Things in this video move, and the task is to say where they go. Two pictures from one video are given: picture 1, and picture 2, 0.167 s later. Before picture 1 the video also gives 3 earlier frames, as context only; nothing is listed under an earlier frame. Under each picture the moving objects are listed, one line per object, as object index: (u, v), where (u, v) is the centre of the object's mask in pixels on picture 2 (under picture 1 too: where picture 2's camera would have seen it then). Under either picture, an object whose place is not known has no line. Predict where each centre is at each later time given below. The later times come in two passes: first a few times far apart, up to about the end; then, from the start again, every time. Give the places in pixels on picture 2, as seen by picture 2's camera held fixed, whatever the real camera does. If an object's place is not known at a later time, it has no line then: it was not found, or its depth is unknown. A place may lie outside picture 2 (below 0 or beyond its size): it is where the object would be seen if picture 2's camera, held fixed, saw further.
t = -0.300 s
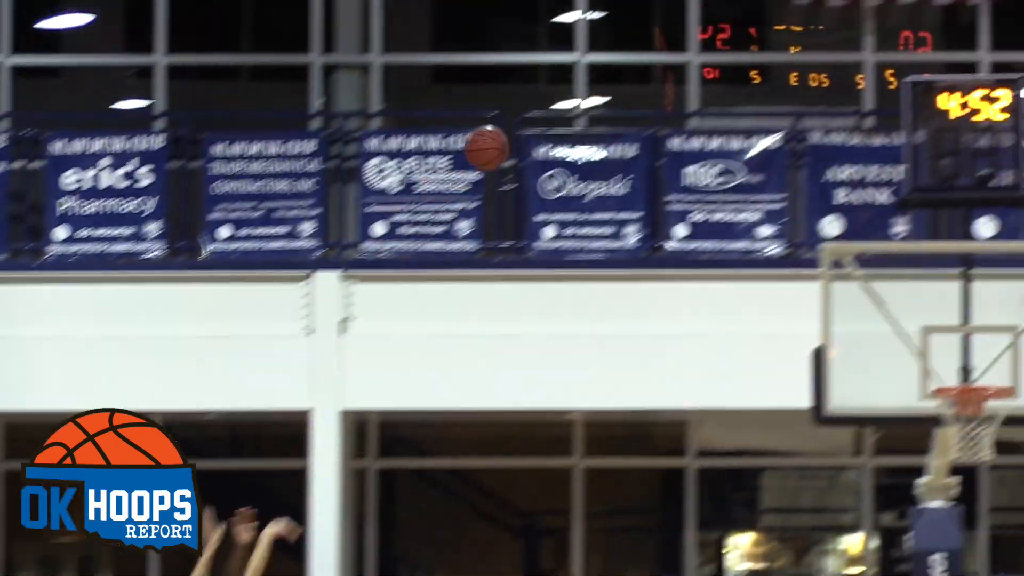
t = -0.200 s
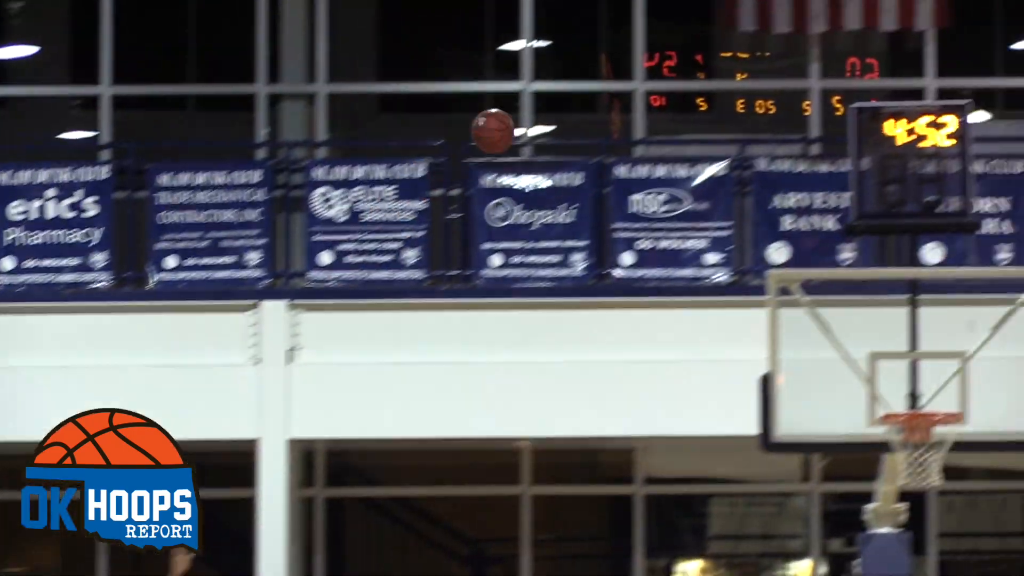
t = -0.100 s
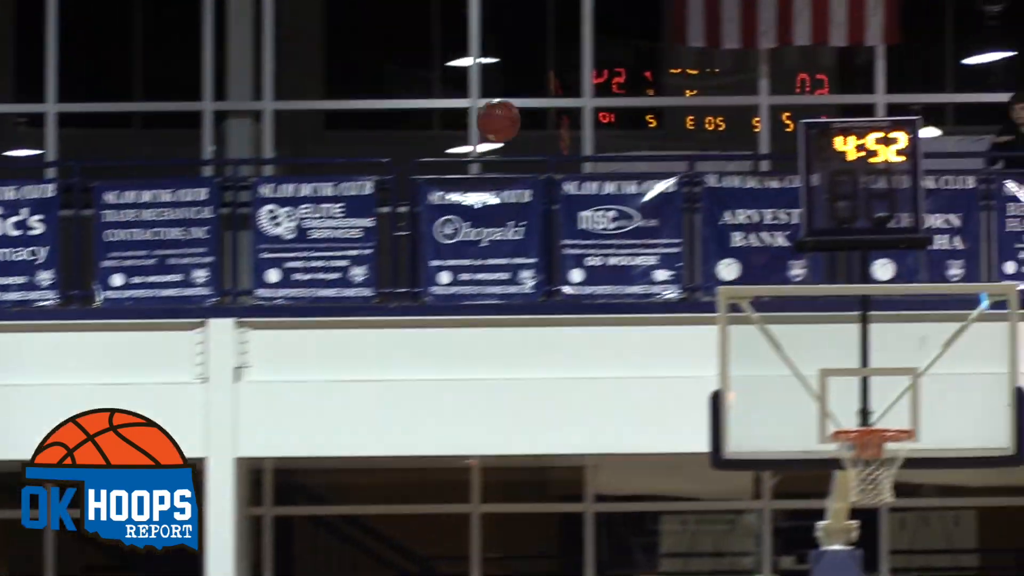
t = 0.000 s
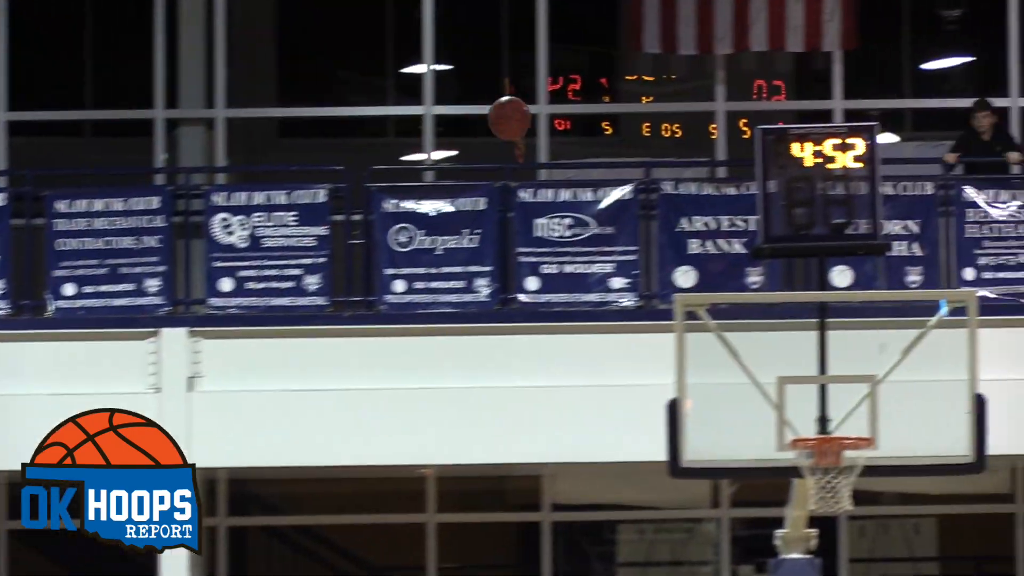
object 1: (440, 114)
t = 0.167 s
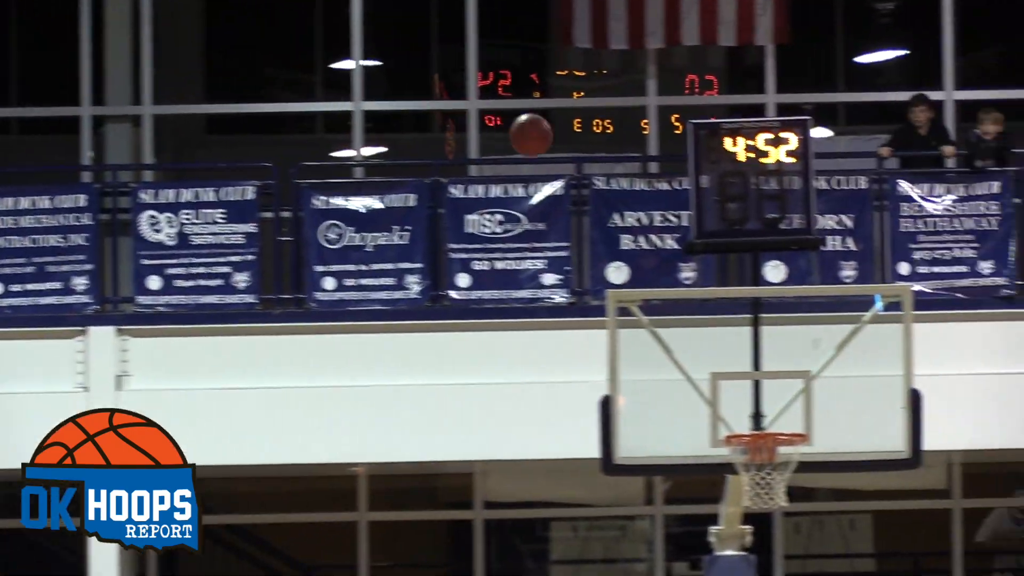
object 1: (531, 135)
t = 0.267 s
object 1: (584, 170)
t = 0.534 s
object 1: (723, 338)
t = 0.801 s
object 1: (791, 478)
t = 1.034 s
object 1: (772, 549)
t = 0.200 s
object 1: (549, 145)
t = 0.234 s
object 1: (566, 156)
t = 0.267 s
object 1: (584, 170)
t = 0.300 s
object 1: (602, 186)
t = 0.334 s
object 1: (619, 203)
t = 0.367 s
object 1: (637, 220)
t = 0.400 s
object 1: (654, 242)
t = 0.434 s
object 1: (672, 263)
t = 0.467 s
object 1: (689, 285)
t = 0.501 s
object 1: (706, 312)
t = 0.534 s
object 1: (723, 338)
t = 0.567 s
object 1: (739, 366)
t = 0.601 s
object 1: (757, 397)
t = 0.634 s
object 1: (773, 422)
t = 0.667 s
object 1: (792, 460)
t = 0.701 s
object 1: (798, 473)
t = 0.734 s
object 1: (799, 476)
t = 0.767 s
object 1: (795, 477)
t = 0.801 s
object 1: (791, 478)
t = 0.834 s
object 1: (788, 483)
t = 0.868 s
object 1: (785, 489)
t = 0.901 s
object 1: (782, 497)
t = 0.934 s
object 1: (779, 507)
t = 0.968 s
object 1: (776, 520)
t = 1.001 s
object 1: (774, 533)
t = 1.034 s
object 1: (772, 549)
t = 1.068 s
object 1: (771, 566)
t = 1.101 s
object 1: (768, 584)
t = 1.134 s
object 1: (770, 608)
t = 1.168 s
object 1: (771, 629)
